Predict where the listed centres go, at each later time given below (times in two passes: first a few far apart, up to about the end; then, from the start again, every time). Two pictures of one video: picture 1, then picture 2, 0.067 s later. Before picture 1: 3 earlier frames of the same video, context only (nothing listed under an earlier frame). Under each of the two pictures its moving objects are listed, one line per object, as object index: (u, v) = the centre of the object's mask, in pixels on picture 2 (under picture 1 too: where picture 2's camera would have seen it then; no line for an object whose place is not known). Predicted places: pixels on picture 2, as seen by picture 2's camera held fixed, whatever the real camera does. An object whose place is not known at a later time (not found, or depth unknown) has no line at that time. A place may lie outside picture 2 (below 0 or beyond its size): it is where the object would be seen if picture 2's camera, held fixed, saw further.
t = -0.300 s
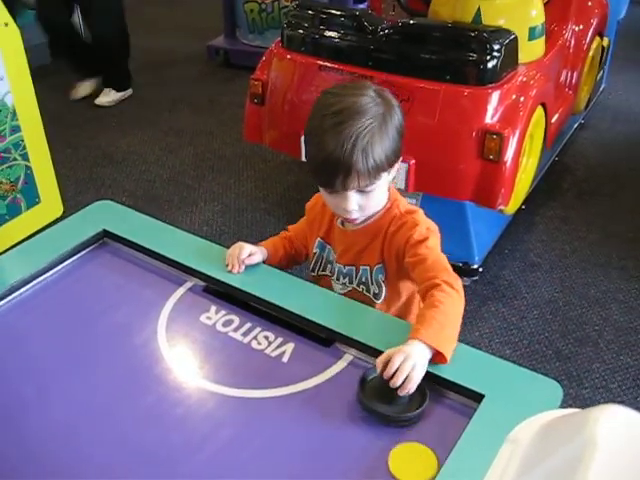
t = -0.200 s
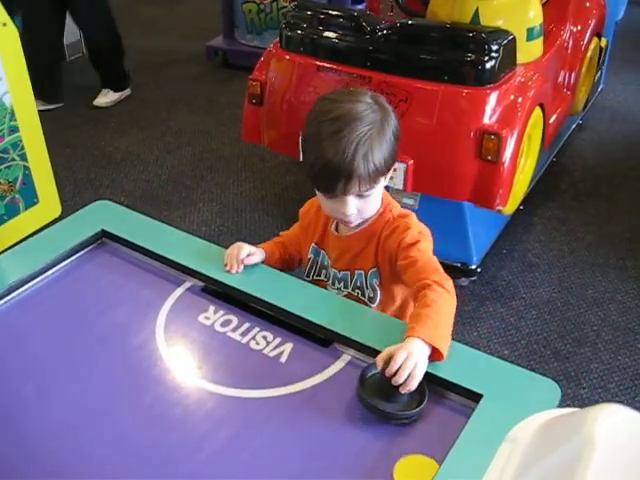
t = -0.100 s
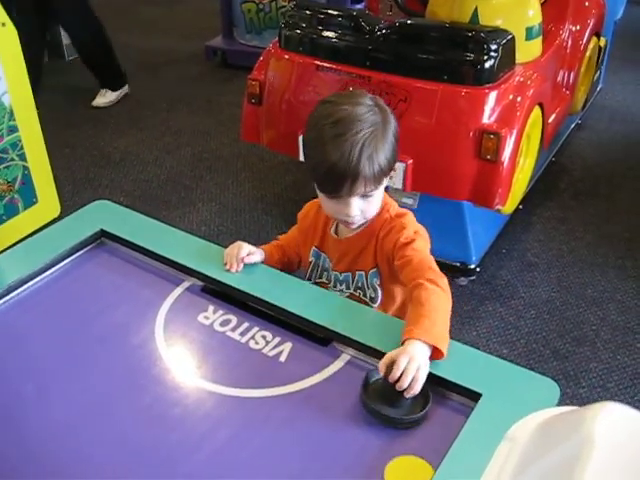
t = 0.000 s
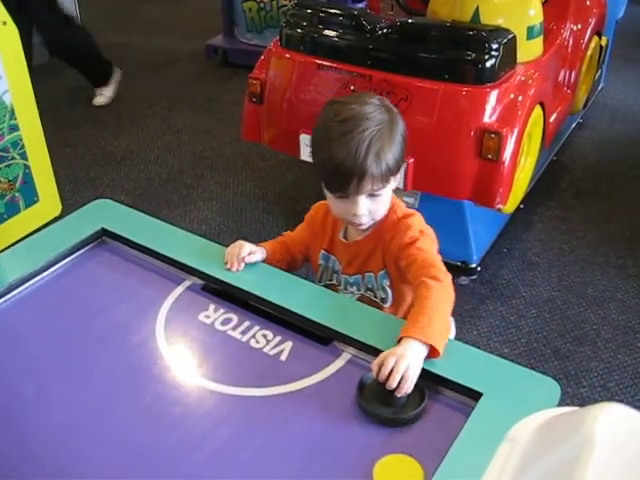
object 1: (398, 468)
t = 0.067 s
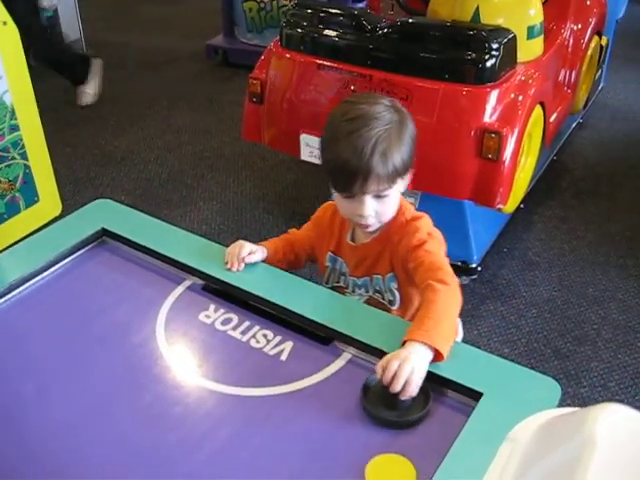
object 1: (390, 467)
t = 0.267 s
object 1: (365, 470)
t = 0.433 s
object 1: (343, 472)
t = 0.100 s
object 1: (386, 468)
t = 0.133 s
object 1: (382, 468)
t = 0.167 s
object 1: (378, 469)
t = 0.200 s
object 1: (373, 469)
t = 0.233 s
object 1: (369, 470)
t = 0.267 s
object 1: (365, 470)
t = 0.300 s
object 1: (360, 470)
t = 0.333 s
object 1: (356, 471)
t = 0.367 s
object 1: (352, 471)
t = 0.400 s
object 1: (347, 471)
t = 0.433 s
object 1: (343, 472)
